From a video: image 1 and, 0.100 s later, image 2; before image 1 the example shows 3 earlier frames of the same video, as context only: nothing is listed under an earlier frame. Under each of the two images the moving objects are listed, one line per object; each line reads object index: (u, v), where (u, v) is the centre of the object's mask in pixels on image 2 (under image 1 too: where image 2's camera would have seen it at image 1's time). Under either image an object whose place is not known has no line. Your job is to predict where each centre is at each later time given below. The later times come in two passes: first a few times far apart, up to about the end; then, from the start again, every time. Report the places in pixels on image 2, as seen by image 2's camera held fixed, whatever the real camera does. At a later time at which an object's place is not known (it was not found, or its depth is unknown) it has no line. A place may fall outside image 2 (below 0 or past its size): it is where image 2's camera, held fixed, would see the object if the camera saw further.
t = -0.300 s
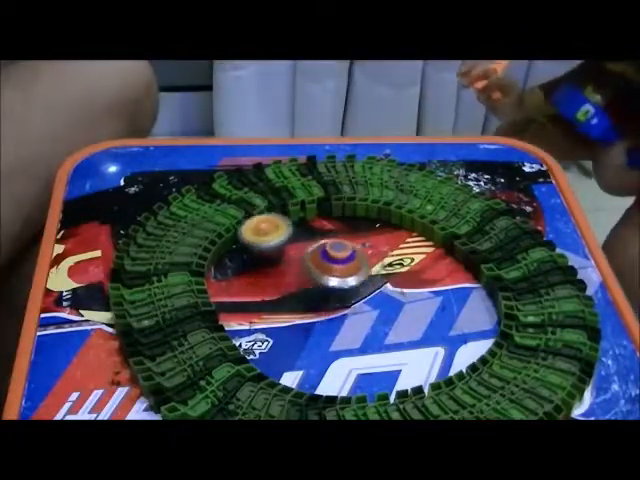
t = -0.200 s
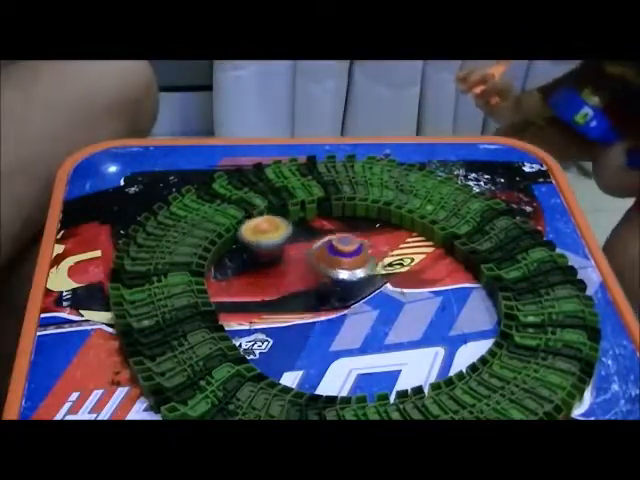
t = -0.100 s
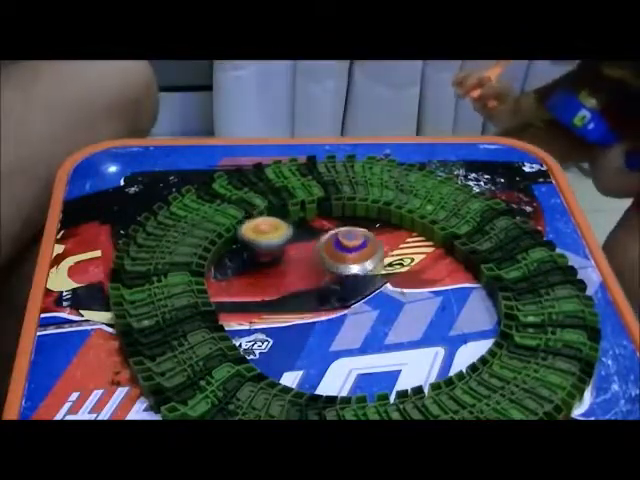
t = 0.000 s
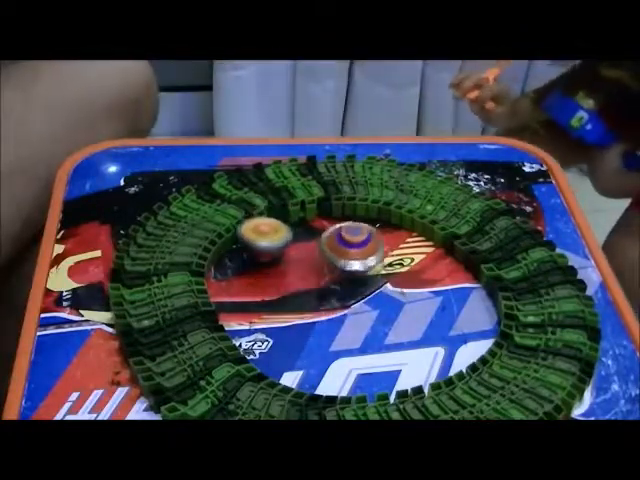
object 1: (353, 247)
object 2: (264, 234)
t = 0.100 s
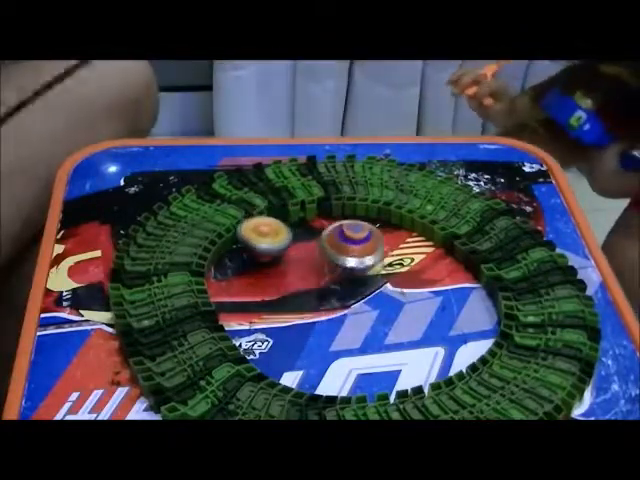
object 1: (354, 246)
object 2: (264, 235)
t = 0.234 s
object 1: (352, 243)
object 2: (263, 236)
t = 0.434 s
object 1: (342, 247)
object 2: (262, 238)
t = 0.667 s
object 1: (331, 263)
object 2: (261, 242)
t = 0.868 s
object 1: (328, 283)
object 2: (260, 241)
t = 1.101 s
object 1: (336, 297)
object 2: (260, 242)
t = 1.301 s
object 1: (349, 299)
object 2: (259, 244)
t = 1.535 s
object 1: (351, 284)
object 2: (259, 246)
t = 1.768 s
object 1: (338, 266)
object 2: (259, 248)
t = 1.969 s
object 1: (326, 251)
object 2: (259, 249)
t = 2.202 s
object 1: (338, 243)
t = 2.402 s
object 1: (348, 245)
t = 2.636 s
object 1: (352, 258)
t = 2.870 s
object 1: (354, 279)
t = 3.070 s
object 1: (351, 291)
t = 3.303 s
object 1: (345, 295)
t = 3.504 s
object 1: (330, 291)
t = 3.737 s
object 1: (323, 285)
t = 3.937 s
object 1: (330, 278)
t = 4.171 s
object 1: (344, 268)
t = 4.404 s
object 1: (352, 257)
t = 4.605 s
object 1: (353, 251)
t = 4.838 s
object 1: (344, 248)
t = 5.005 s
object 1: (337, 252)
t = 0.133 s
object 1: (354, 245)
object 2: (264, 237)
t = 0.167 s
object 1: (353, 245)
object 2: (264, 237)
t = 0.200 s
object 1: (353, 244)
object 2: (264, 237)
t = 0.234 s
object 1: (352, 243)
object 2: (263, 236)
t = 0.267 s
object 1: (351, 243)
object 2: (263, 238)
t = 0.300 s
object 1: (350, 243)
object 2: (263, 238)
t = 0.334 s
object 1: (349, 244)
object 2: (262, 238)
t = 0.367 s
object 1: (347, 244)
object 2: (262, 238)
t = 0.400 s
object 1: (345, 245)
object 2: (262, 239)
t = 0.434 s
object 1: (342, 247)
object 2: (262, 238)
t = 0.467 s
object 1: (339, 248)
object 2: (262, 240)
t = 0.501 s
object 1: (337, 251)
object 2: (262, 240)
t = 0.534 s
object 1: (336, 253)
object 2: (262, 240)
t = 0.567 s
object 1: (334, 255)
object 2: (262, 241)
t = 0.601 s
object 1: (333, 259)
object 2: (261, 241)
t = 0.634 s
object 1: (333, 260)
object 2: (261, 241)
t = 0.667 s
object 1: (331, 263)
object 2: (261, 242)
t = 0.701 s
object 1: (331, 265)
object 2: (261, 242)
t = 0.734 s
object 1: (329, 270)
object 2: (261, 241)
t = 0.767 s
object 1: (328, 274)
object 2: (260, 241)
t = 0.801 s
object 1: (328, 277)
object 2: (260, 241)
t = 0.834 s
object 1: (327, 281)
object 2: (260, 241)
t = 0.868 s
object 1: (328, 283)
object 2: (260, 241)
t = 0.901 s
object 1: (328, 286)
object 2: (260, 241)
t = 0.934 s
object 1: (330, 289)
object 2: (261, 241)
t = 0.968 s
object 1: (331, 290)
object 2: (261, 241)
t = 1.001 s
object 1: (332, 293)
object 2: (261, 242)
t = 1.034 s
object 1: (333, 294)
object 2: (261, 242)
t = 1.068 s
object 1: (335, 297)
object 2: (260, 242)
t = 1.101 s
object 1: (336, 297)
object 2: (260, 242)
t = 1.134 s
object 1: (338, 298)
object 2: (260, 242)
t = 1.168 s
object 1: (341, 300)
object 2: (260, 243)
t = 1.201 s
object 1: (342, 299)
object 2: (260, 243)
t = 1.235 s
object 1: (346, 300)
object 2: (260, 243)
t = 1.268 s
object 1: (347, 299)
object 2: (260, 244)
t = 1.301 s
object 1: (349, 299)
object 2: (259, 244)
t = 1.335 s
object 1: (350, 297)
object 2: (260, 244)
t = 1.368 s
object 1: (351, 296)
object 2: (259, 244)
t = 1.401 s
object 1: (351, 294)
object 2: (259, 244)
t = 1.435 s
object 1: (352, 291)
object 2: (259, 245)
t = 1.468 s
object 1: (352, 290)
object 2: (259, 245)
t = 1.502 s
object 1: (352, 287)
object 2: (258, 245)
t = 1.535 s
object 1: (351, 284)
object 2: (259, 246)
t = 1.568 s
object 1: (350, 281)
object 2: (258, 247)
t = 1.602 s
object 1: (349, 279)
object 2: (258, 247)
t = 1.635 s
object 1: (346, 276)
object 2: (258, 248)
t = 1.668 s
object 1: (344, 273)
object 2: (258, 247)
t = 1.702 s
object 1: (343, 271)
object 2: (258, 247)
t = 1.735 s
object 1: (342, 268)
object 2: (258, 247)
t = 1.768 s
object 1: (338, 266)
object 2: (259, 248)
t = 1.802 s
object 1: (337, 263)
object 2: (259, 249)
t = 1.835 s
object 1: (333, 260)
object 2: (259, 249)
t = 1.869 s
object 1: (333, 258)
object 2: (259, 249)
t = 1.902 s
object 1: (330, 256)
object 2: (259, 249)
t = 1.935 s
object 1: (329, 255)
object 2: (259, 250)
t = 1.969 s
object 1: (326, 251)
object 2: (259, 249)
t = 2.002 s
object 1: (324, 251)
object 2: (259, 250)
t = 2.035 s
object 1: (326, 249)
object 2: (249, 248)
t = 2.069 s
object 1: (328, 248)
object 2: (236, 247)
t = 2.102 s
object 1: (331, 246)
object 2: (230, 247)
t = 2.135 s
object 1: (335, 245)
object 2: (231, 249)
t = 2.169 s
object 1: (337, 244)
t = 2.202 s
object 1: (338, 243)
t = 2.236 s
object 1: (341, 243)
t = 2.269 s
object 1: (342, 243)
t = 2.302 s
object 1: (344, 244)
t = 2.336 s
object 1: (345, 243)
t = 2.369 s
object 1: (347, 245)
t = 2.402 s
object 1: (348, 245)
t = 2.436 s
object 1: (348, 247)
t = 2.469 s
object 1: (349, 248)
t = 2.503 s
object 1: (350, 250)
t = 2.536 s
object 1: (350, 252)
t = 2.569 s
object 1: (350, 254)
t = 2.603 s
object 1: (352, 256)
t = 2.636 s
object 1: (352, 258)
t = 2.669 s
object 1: (354, 262)
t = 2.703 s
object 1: (354, 265)
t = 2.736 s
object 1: (355, 267)
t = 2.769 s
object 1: (355, 269)
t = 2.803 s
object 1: (354, 273)
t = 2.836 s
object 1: (354, 276)
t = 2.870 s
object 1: (354, 279)
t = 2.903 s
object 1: (354, 281)
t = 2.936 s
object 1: (354, 284)
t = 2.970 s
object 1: (353, 285)
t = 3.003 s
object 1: (352, 288)
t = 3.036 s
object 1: (352, 289)
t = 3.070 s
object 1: (351, 291)
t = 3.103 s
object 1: (351, 292)
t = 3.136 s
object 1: (350, 294)
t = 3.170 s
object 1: (349, 295)
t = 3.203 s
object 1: (348, 295)
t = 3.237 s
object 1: (348, 295)
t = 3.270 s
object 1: (346, 295)
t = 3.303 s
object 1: (345, 295)
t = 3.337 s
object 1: (340, 295)
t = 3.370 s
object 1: (338, 294)
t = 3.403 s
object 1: (336, 293)
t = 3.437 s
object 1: (333, 293)
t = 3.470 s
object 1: (331, 292)
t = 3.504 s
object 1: (330, 291)
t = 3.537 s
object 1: (328, 289)
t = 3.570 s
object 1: (324, 288)
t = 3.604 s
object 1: (322, 287)
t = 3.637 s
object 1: (322, 287)
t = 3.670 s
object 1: (322, 287)
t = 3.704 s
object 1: (322, 286)
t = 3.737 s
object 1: (323, 285)
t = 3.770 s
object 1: (325, 284)
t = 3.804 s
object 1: (326, 283)
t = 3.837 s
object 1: (327, 282)
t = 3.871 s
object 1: (328, 281)
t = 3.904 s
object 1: (330, 280)
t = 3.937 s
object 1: (330, 278)
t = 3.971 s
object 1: (334, 277)
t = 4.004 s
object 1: (334, 276)
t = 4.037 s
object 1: (337, 274)
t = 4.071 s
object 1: (337, 274)
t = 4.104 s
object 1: (340, 271)
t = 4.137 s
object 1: (340, 271)
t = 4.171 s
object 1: (344, 268)
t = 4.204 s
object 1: (346, 266)
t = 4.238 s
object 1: (347, 264)
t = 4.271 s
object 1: (348, 264)
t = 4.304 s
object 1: (349, 261)
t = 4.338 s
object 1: (350, 261)
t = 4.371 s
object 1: (352, 258)
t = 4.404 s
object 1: (352, 257)
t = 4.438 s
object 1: (353, 256)
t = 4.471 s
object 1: (353, 255)
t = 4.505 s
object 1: (353, 253)
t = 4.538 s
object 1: (353, 253)
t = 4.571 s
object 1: (353, 252)
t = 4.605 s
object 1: (353, 251)
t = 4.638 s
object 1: (353, 250)
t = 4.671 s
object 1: (353, 251)
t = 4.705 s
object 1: (352, 250)
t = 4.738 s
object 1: (351, 250)
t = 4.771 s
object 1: (351, 250)
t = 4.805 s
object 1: (349, 250)
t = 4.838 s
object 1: (344, 248)
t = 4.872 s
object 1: (345, 249)
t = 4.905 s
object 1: (343, 250)
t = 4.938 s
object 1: (343, 250)
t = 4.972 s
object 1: (339, 251)
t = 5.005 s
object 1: (337, 252)
